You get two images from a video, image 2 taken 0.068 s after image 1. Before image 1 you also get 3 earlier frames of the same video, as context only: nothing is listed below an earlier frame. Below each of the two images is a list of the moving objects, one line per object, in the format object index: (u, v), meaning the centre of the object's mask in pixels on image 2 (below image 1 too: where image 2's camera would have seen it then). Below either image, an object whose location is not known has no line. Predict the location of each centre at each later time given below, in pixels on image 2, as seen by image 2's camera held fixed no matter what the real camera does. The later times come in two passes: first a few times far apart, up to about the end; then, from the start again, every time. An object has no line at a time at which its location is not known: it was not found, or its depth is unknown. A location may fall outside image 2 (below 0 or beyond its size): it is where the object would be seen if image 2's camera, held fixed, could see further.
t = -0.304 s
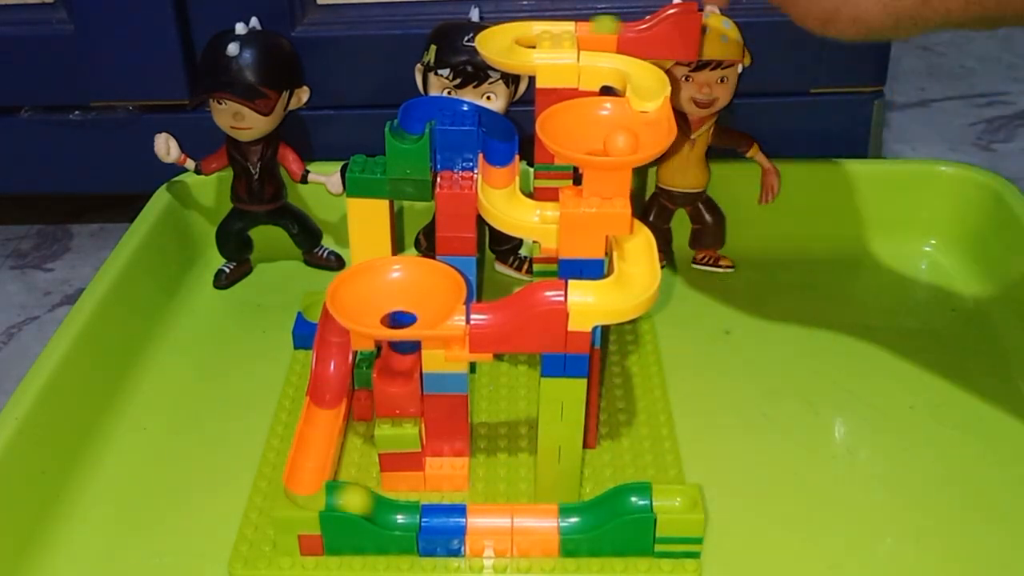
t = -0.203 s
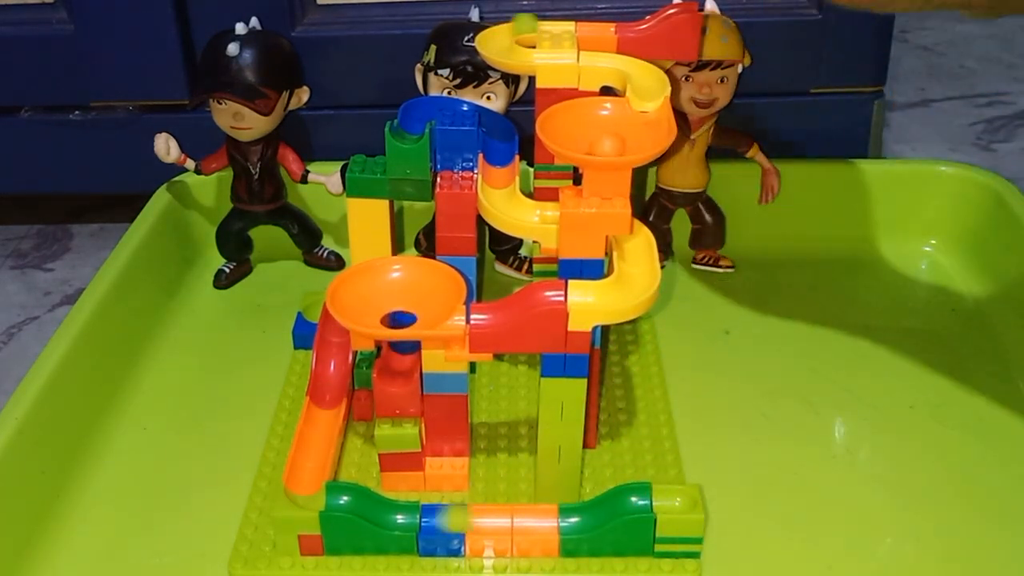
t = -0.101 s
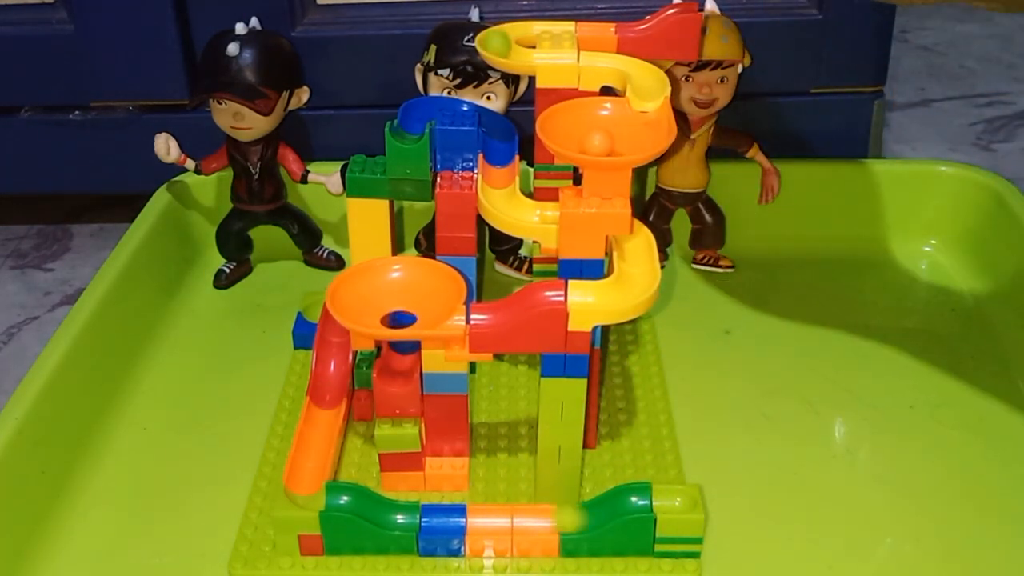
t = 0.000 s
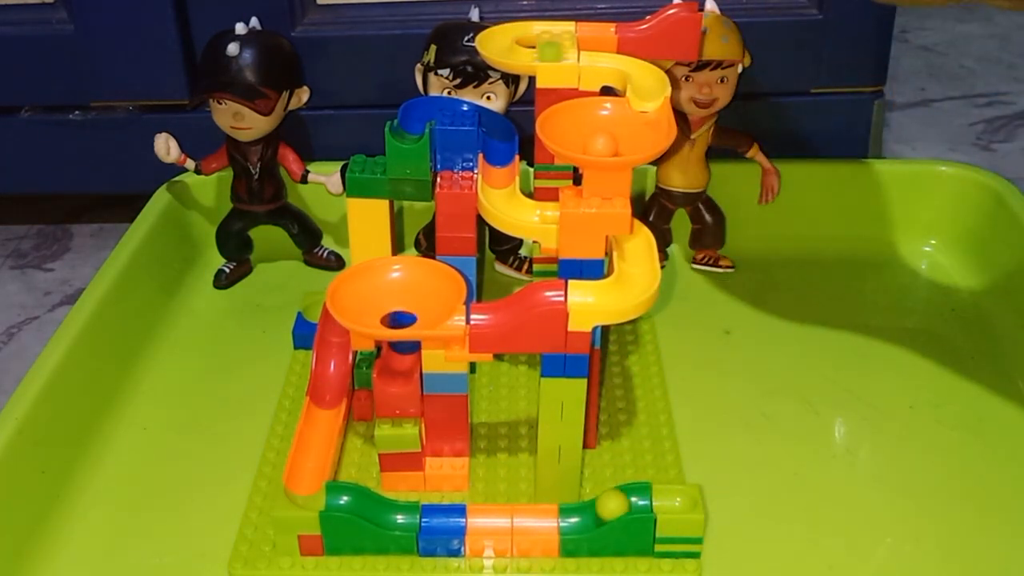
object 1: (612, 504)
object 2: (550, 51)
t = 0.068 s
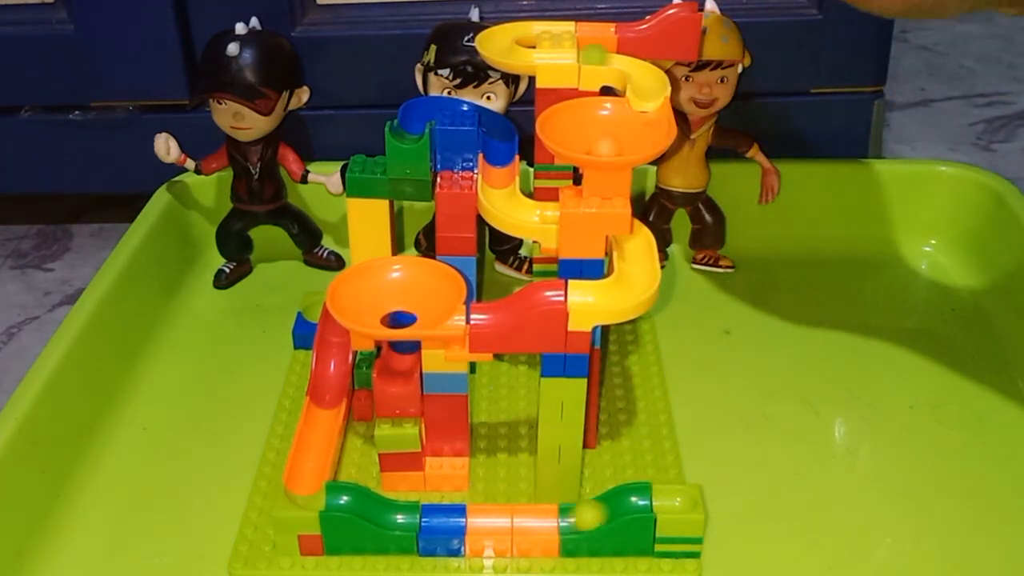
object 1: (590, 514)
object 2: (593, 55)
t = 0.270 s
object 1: (430, 519)
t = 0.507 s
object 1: (412, 516)
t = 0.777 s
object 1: (529, 519)
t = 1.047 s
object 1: (566, 520)
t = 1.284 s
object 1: (493, 520)
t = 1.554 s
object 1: (438, 519)
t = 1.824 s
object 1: (442, 519)
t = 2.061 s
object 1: (468, 519)
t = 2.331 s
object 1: (507, 520)
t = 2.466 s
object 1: (527, 519)
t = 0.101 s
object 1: (563, 519)
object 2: (618, 57)
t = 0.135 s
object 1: (533, 519)
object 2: (637, 67)
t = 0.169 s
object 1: (506, 520)
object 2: (647, 78)
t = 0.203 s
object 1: (479, 520)
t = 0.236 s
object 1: (453, 519)
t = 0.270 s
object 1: (430, 519)
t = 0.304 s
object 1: (417, 517)
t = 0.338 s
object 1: (403, 516)
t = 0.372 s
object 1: (392, 514)
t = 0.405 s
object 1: (388, 514)
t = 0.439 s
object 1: (390, 514)
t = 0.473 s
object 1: (400, 516)
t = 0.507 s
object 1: (412, 516)
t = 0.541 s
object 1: (425, 517)
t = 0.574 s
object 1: (441, 518)
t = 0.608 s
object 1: (454, 519)
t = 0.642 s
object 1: (470, 519)
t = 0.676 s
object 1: (485, 519)
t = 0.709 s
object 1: (499, 520)
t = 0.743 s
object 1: (514, 519)
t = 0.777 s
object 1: (529, 519)
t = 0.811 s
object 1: (544, 520)
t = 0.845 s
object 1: (558, 519)
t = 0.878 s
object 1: (570, 519)
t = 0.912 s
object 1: (578, 518)
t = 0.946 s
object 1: (582, 518)
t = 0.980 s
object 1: (581, 518)
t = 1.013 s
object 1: (575, 519)
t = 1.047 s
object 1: (566, 520)
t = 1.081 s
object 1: (557, 519)
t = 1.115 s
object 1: (546, 520)
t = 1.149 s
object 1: (534, 520)
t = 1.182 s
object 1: (524, 519)
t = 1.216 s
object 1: (513, 520)
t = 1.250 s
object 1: (503, 520)
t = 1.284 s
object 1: (493, 520)
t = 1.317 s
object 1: (484, 520)
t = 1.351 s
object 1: (476, 519)
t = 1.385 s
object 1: (467, 519)
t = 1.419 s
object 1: (461, 519)
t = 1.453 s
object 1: (455, 519)
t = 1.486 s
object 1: (449, 519)
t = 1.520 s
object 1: (443, 519)
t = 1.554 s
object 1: (438, 519)
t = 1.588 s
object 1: (434, 519)
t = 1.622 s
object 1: (430, 519)
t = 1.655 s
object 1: (430, 519)
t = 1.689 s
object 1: (432, 519)
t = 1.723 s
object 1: (434, 519)
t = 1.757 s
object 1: (436, 519)
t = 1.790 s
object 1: (439, 519)
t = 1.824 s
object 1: (442, 519)
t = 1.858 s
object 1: (445, 519)
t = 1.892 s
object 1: (449, 519)
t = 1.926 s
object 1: (452, 519)
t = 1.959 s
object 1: (456, 519)
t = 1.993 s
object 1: (460, 519)
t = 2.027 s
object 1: (464, 519)
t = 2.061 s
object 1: (468, 519)
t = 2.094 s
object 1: (473, 519)
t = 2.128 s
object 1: (478, 519)
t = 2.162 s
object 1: (482, 520)
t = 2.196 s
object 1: (486, 519)
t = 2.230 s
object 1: (491, 520)
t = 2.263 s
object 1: (496, 520)
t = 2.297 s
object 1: (501, 520)
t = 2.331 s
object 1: (507, 520)
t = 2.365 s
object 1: (512, 520)
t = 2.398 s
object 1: (517, 520)
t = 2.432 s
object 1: (522, 519)
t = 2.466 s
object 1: (527, 519)
